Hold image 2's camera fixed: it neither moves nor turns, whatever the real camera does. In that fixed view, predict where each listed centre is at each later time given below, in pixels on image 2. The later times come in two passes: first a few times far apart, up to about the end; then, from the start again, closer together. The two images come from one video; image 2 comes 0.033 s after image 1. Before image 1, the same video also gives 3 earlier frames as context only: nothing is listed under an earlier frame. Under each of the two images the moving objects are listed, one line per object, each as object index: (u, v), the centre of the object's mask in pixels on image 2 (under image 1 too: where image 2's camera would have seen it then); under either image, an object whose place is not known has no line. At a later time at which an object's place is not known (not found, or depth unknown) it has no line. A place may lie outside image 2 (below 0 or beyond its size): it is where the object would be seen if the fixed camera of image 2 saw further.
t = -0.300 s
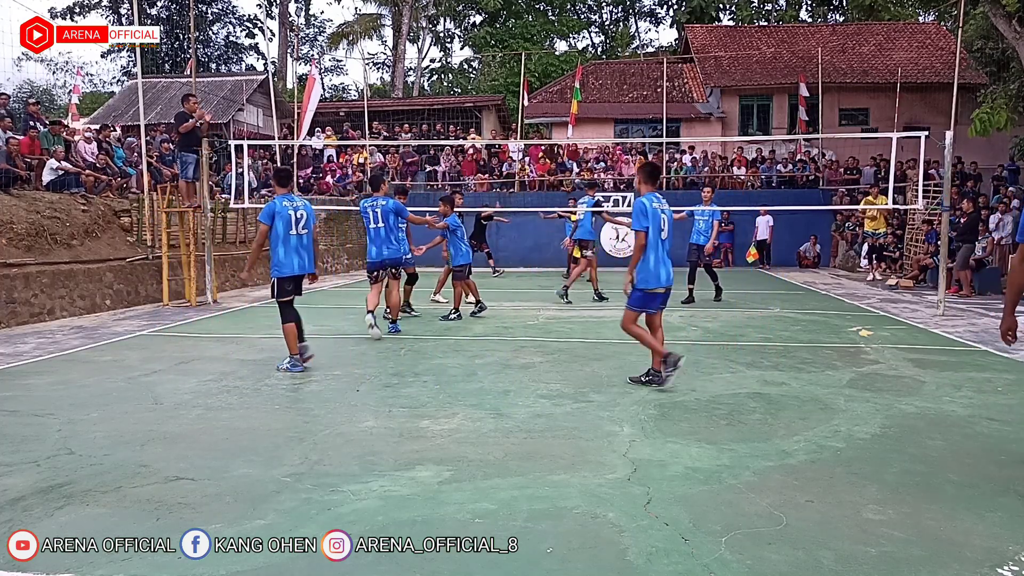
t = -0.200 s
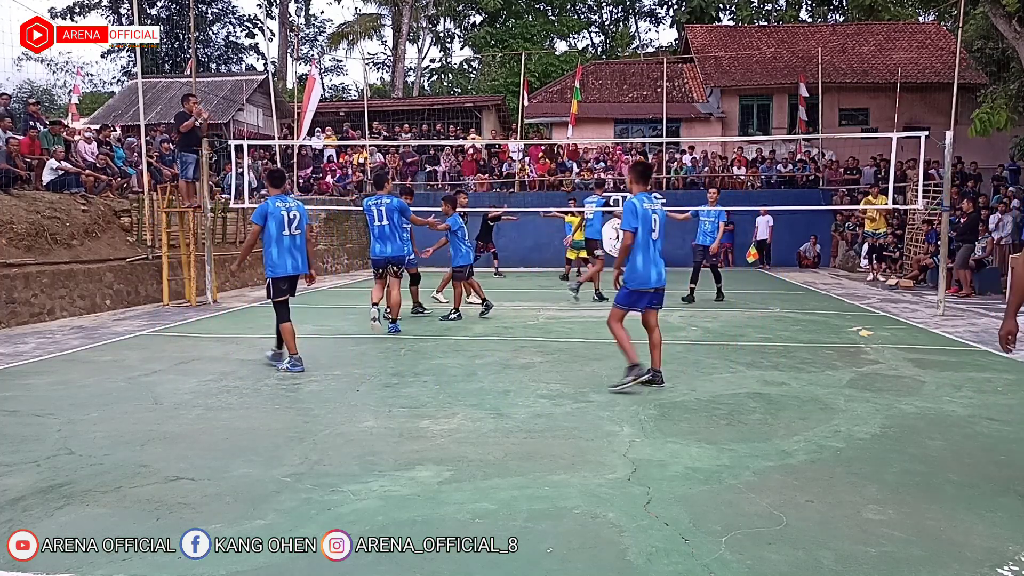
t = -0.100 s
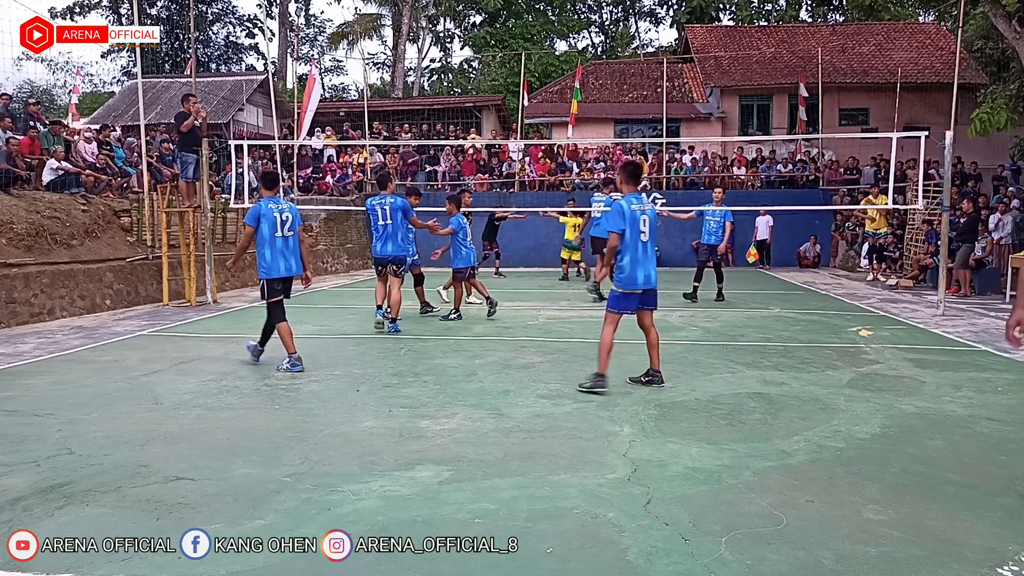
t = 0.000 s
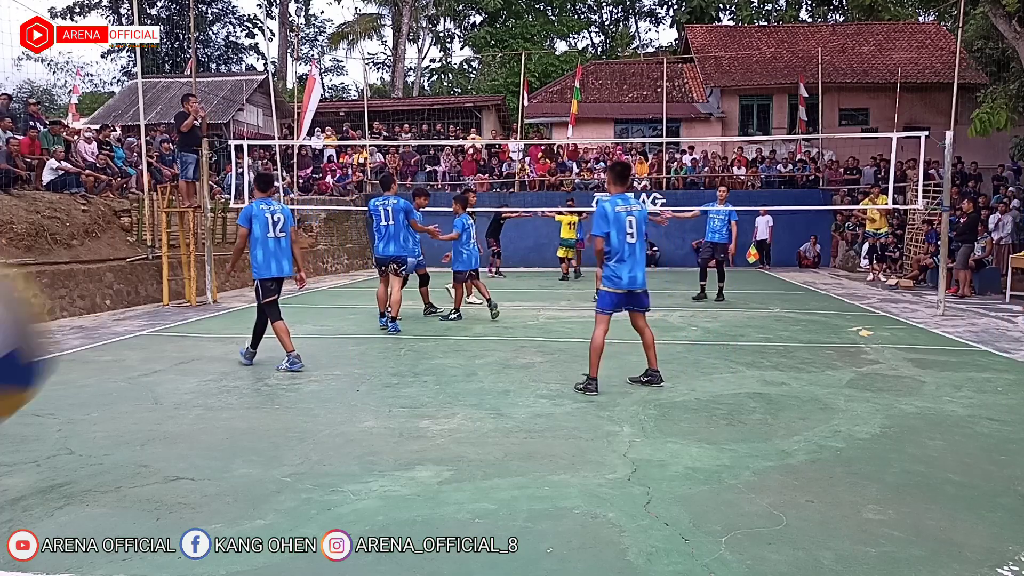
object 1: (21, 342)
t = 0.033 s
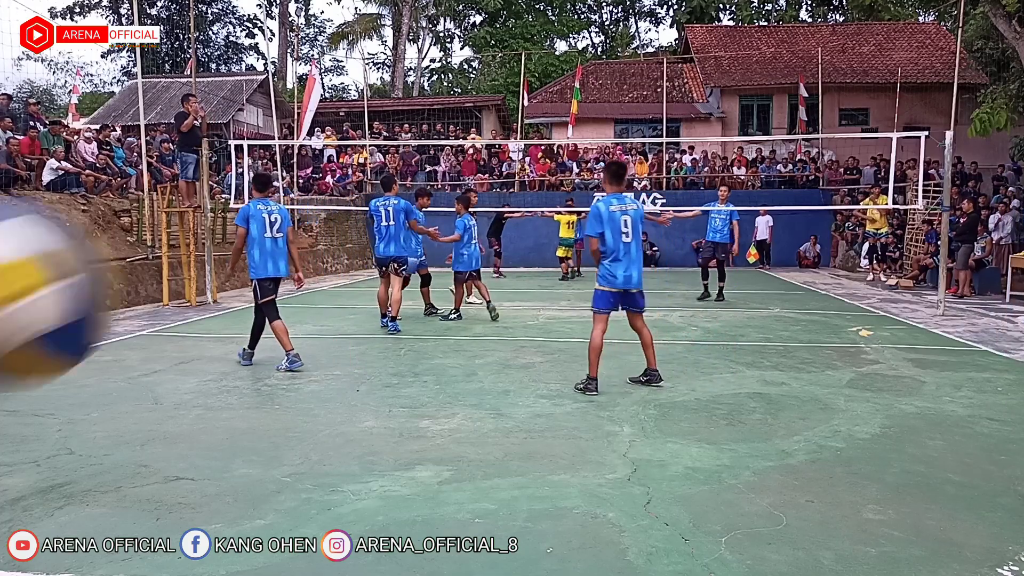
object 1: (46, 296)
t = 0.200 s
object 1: (320, 191)
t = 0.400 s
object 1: (620, 345)
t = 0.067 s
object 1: (77, 254)
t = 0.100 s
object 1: (131, 224)
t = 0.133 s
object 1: (194, 203)
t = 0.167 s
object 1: (259, 193)
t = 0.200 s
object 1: (320, 191)
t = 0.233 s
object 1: (374, 197)
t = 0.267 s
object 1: (427, 212)
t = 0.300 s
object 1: (478, 233)
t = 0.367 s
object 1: (575, 301)
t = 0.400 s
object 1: (620, 345)
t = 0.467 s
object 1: (702, 445)
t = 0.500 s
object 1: (741, 502)
